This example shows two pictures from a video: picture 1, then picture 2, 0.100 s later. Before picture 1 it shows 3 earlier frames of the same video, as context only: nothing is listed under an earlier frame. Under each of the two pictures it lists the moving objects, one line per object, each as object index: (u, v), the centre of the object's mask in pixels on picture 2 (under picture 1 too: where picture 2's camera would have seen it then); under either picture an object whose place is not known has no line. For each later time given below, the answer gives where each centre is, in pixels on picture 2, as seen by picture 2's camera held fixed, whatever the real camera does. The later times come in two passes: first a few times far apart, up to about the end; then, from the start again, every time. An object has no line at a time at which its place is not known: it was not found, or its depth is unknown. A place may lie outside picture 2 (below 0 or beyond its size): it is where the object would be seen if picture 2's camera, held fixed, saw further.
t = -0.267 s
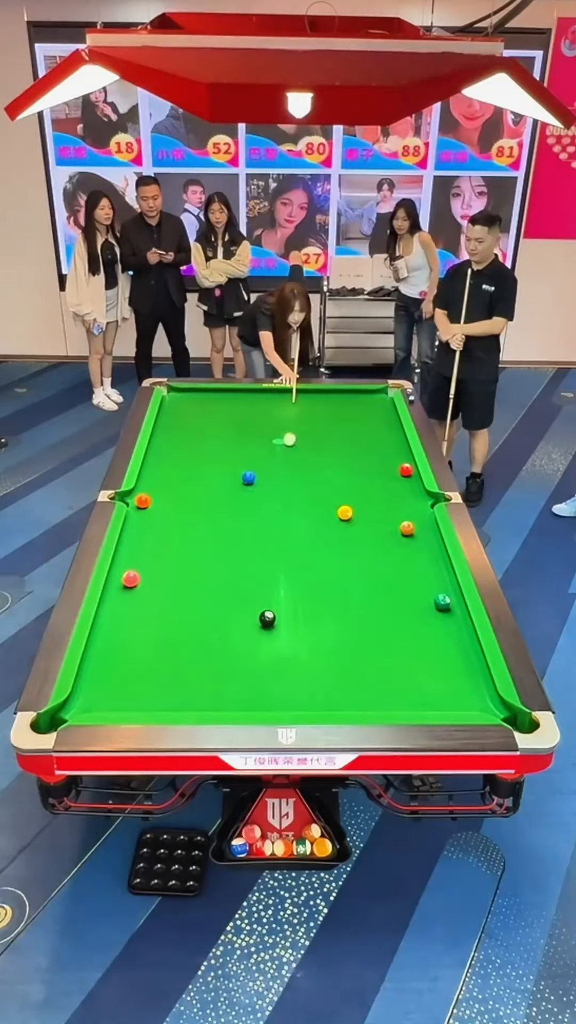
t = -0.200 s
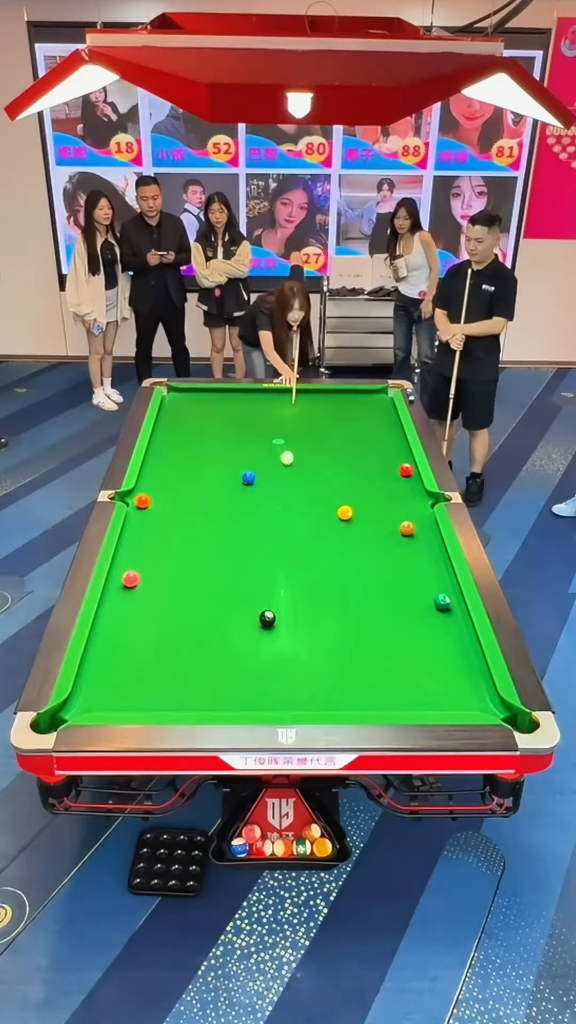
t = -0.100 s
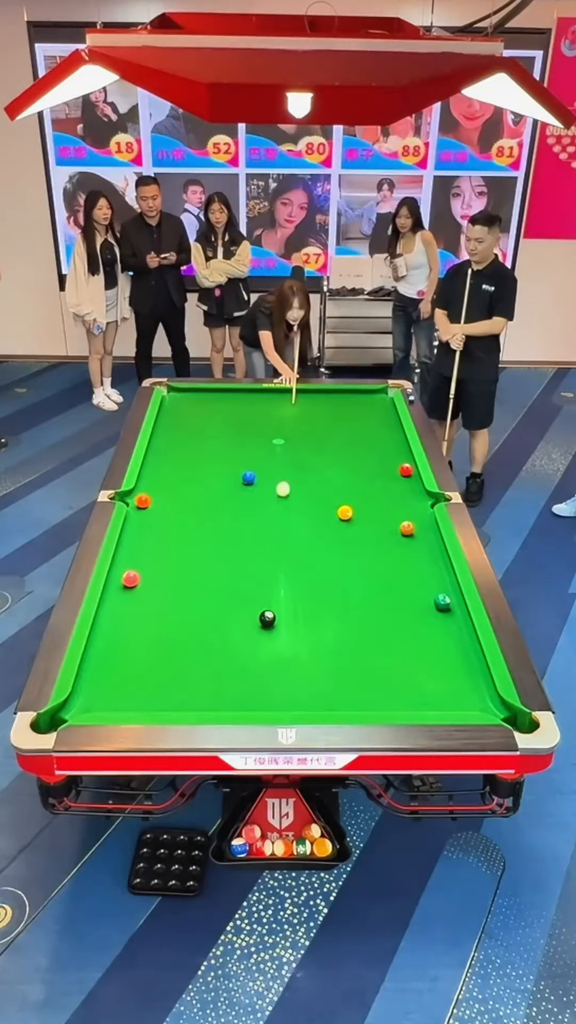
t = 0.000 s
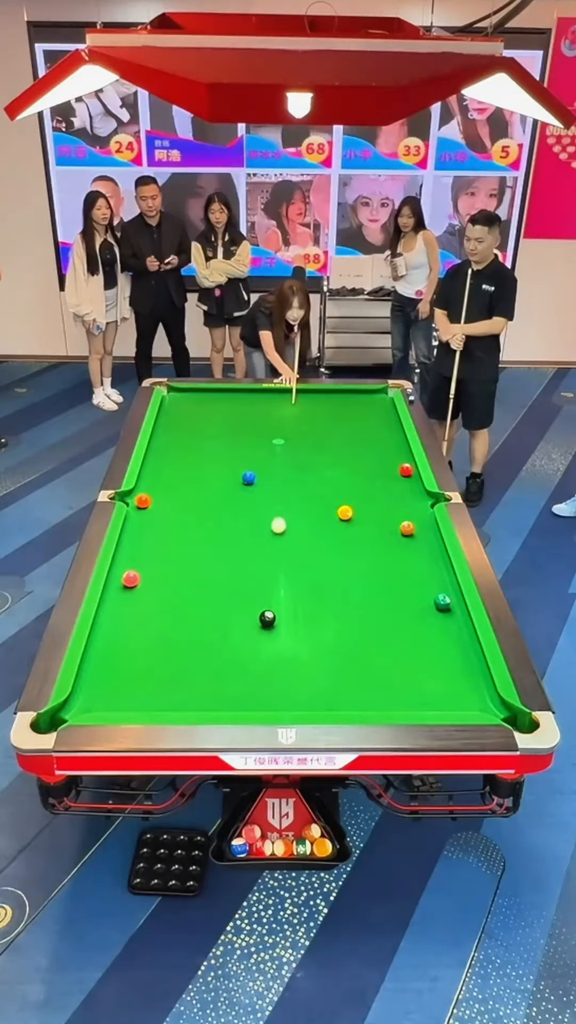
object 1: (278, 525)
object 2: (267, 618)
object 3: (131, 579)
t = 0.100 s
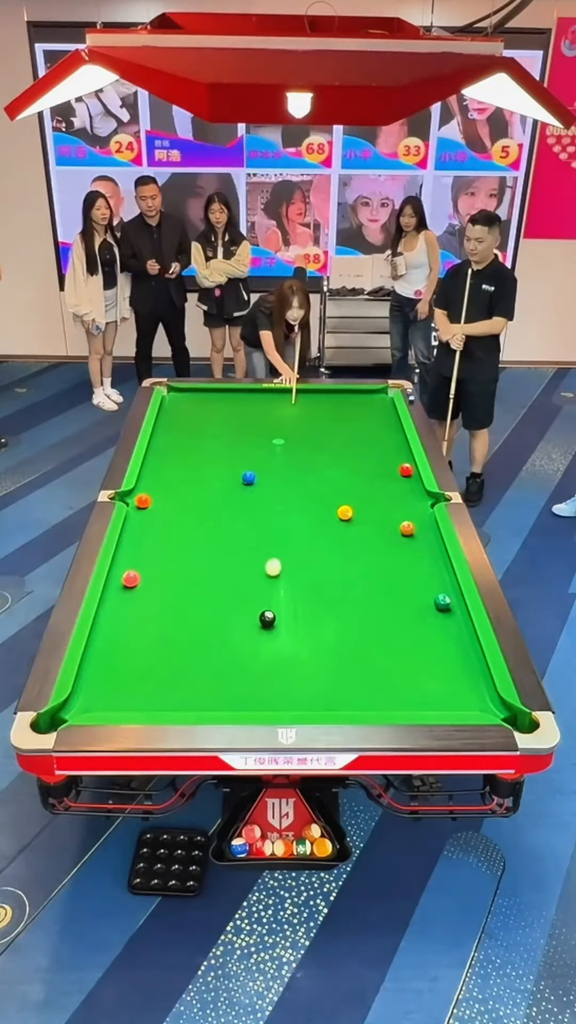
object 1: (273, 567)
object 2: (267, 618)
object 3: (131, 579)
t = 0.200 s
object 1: (267, 608)
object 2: (267, 627)
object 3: (131, 579)
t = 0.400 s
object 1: (258, 621)
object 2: (263, 684)
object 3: (131, 579)
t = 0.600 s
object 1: (221, 619)
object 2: (292, 641)
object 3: (131, 579)
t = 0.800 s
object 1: (170, 602)
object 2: (338, 625)
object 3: (131, 579)
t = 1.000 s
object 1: (126, 589)
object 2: (378, 608)
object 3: (132, 577)
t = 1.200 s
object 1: (131, 584)
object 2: (414, 593)
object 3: (138, 570)
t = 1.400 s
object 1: (153, 584)
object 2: (448, 580)
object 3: (149, 559)
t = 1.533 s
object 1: (168, 584)
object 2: (431, 575)
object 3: (156, 552)
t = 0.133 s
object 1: (271, 583)
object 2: (267, 619)
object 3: (131, 579)
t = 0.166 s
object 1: (269, 599)
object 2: (267, 619)
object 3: (131, 579)
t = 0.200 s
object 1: (267, 608)
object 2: (267, 627)
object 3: (131, 579)
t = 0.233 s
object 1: (266, 609)
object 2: (266, 646)
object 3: (131, 579)
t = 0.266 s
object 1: (264, 610)
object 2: (265, 665)
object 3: (131, 579)
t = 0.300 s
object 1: (263, 612)
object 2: (264, 685)
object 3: (131, 579)
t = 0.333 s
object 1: (261, 614)
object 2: (263, 703)
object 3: (131, 579)
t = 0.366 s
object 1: (260, 617)
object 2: (263, 700)
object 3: (131, 579)
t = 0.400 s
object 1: (258, 621)
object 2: (263, 684)
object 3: (131, 579)
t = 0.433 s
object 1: (257, 625)
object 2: (263, 670)
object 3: (131, 579)
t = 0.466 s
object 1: (255, 629)
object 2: (263, 657)
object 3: (131, 579)
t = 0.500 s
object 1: (252, 634)
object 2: (263, 645)
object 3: (131, 579)
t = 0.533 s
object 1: (242, 629)
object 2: (273, 644)
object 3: (131, 579)
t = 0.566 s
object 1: (231, 624)
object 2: (283, 642)
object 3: (131, 579)
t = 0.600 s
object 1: (221, 619)
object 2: (292, 641)
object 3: (131, 579)
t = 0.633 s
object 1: (211, 615)
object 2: (301, 639)
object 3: (131, 579)
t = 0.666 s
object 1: (202, 612)
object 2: (309, 638)
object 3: (131, 579)
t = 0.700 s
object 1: (194, 609)
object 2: (317, 635)
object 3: (131, 579)
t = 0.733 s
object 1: (186, 606)
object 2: (324, 631)
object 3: (131, 579)
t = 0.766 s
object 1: (178, 604)
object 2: (331, 629)
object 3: (131, 579)
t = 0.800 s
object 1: (170, 602)
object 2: (338, 625)
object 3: (131, 579)
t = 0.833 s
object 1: (163, 599)
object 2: (345, 622)
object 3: (131, 579)
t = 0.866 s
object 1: (156, 597)
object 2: (352, 620)
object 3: (131, 579)
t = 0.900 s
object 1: (148, 595)
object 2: (359, 617)
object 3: (131, 579)
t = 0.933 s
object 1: (141, 593)
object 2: (365, 614)
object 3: (131, 579)
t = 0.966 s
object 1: (134, 591)
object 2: (372, 611)
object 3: (130, 577)
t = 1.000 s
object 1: (126, 589)
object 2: (378, 608)
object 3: (132, 577)
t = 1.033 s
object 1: (119, 588)
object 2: (384, 606)
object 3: (132, 578)
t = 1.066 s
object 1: (112, 586)
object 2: (390, 604)
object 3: (131, 577)
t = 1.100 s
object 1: (117, 585)
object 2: (397, 601)
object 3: (132, 576)
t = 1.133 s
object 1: (123, 584)
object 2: (403, 598)
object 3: (134, 574)
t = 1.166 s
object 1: (127, 584)
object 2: (409, 596)
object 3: (136, 572)
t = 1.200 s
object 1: (131, 584)
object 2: (414, 593)
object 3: (138, 570)
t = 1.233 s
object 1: (135, 584)
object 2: (420, 591)
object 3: (140, 568)
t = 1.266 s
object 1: (138, 584)
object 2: (426, 589)
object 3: (141, 566)
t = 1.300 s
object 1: (142, 584)
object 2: (431, 586)
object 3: (143, 565)
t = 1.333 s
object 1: (146, 584)
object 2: (437, 584)
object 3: (145, 562)
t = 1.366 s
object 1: (150, 584)
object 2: (442, 582)
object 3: (147, 560)
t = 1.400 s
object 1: (153, 584)
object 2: (448, 580)
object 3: (149, 559)
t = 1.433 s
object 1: (157, 584)
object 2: (446, 578)
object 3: (150, 557)
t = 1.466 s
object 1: (161, 584)
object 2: (441, 577)
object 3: (152, 555)
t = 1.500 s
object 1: (164, 584)
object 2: (436, 576)
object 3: (154, 554)
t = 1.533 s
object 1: (168, 584)
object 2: (431, 575)
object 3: (156, 552)
